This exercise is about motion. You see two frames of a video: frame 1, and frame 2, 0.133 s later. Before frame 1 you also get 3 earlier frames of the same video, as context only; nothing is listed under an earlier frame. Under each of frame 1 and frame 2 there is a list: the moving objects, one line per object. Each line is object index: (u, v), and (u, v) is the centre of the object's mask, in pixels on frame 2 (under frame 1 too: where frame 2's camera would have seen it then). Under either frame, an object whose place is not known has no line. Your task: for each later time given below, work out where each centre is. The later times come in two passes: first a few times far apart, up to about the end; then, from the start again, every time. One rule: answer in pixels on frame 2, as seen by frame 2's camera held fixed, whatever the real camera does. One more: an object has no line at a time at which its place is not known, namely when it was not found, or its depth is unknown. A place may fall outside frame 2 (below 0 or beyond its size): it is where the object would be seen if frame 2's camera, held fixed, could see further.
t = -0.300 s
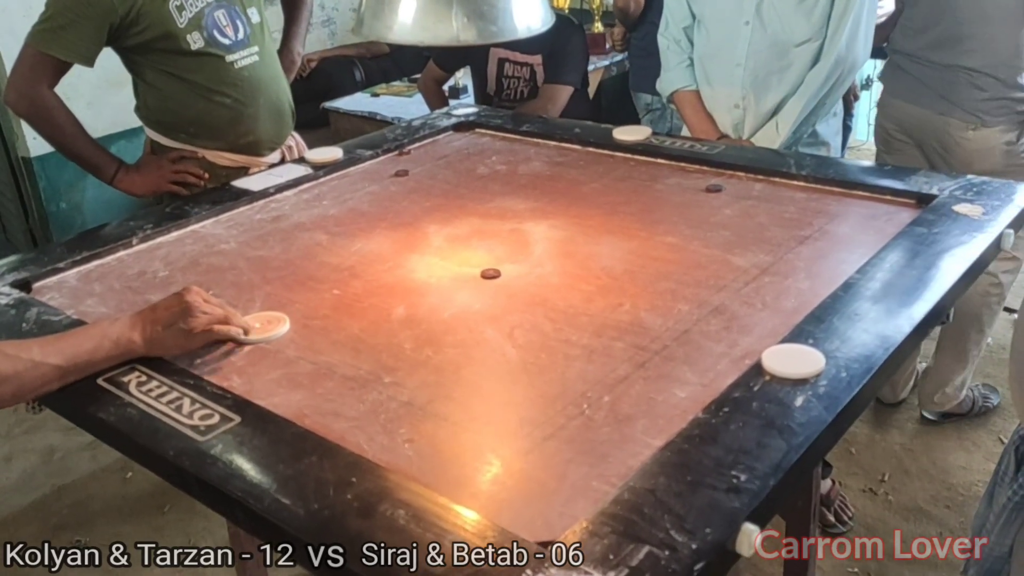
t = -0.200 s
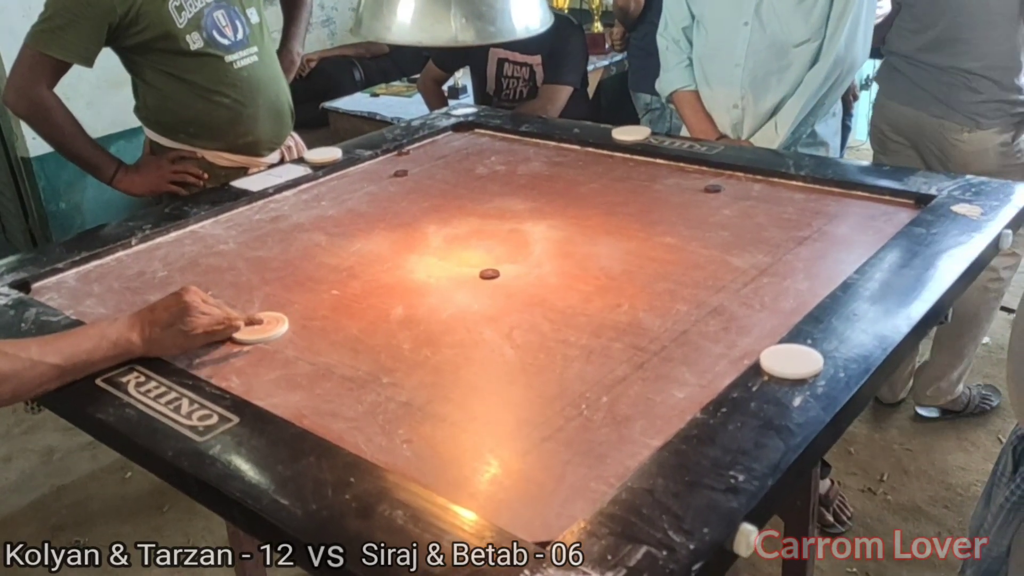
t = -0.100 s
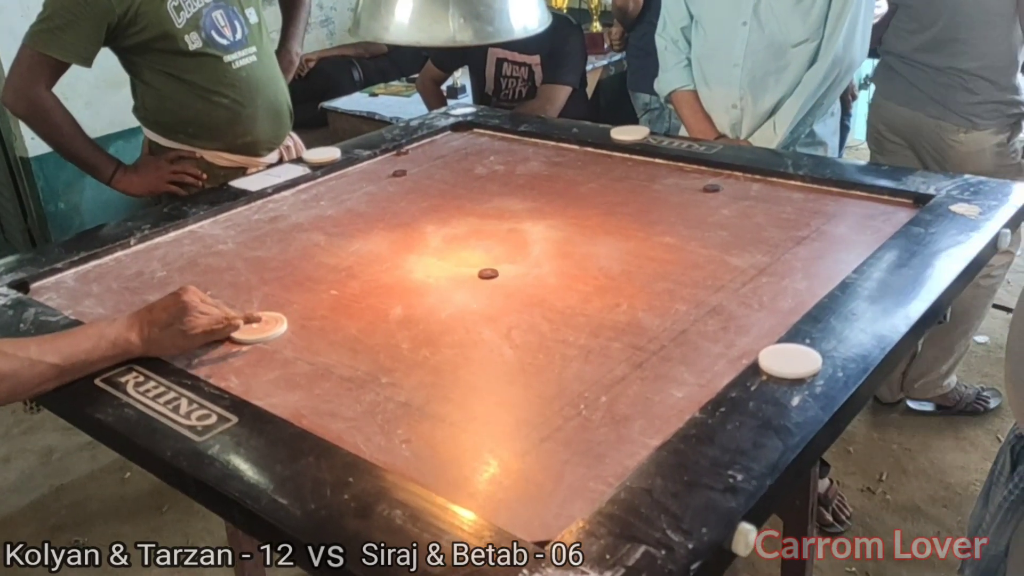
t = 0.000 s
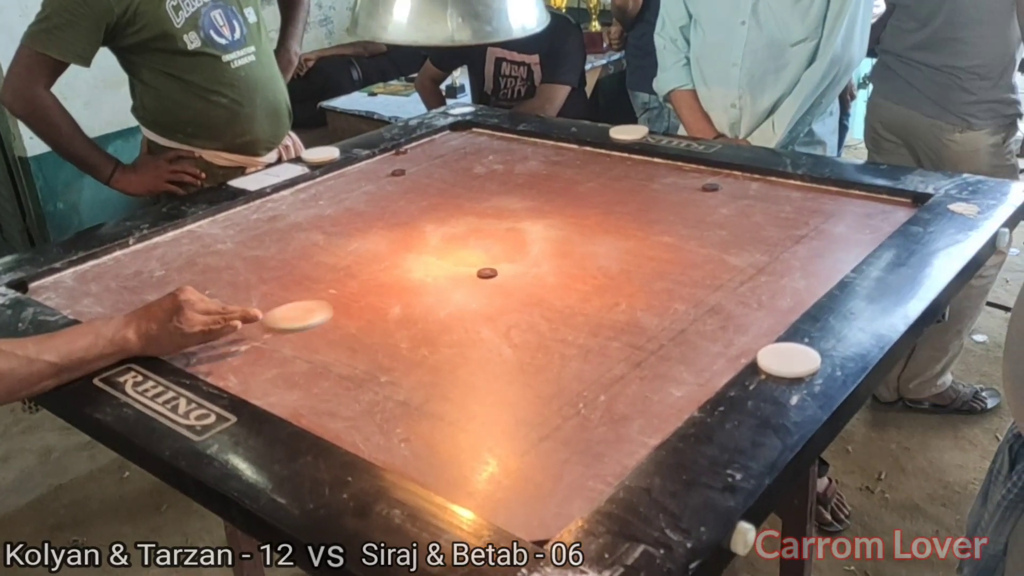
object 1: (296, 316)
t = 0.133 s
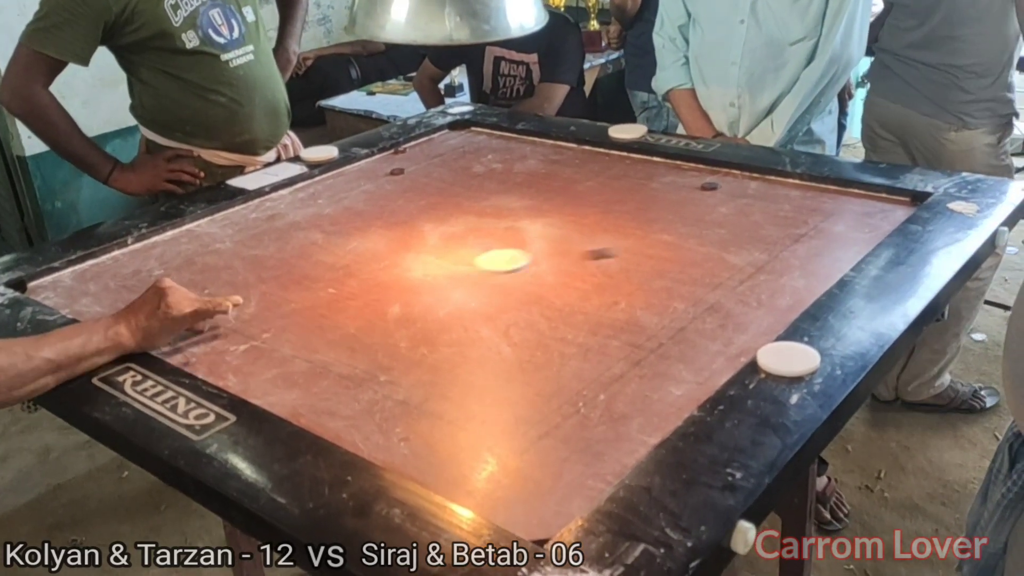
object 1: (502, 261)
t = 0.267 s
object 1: (643, 222)
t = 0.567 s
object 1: (764, 229)
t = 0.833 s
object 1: (735, 332)
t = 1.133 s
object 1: (586, 412)
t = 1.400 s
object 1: (497, 461)
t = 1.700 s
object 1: (480, 470)
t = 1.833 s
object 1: (480, 472)
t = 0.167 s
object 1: (541, 251)
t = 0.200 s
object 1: (576, 240)
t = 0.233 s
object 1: (611, 231)
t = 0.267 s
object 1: (643, 222)
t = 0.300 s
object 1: (675, 214)
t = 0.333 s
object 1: (705, 205)
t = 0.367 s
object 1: (735, 197)
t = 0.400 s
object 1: (763, 190)
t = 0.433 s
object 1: (779, 188)
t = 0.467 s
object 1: (776, 198)
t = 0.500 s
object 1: (772, 208)
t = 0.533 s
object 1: (768, 219)
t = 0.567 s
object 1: (764, 229)
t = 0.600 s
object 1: (760, 241)
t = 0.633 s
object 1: (756, 252)
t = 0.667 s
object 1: (752, 265)
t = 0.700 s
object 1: (749, 277)
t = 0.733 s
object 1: (745, 290)
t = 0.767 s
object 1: (741, 304)
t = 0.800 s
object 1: (738, 318)
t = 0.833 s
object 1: (735, 332)
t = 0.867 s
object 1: (730, 345)
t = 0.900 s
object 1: (716, 356)
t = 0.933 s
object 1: (696, 365)
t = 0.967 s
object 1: (676, 373)
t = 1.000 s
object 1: (657, 381)
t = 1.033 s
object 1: (638, 389)
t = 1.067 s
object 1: (620, 397)
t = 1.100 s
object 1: (602, 405)
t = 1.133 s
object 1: (586, 412)
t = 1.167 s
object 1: (571, 420)
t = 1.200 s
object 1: (556, 427)
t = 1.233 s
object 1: (543, 433)
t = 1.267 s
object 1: (531, 441)
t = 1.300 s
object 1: (520, 446)
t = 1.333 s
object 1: (512, 452)
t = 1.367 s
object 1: (503, 456)
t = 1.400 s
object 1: (497, 461)
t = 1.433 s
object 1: (491, 465)
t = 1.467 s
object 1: (486, 466)
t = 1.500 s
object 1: (484, 466)
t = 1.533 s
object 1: (483, 467)
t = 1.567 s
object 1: (482, 467)
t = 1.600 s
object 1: (481, 468)
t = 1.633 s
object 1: (481, 469)
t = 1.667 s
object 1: (480, 470)
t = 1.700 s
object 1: (480, 470)
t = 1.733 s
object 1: (480, 471)
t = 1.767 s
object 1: (480, 471)
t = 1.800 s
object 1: (480, 471)
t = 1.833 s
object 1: (480, 472)
